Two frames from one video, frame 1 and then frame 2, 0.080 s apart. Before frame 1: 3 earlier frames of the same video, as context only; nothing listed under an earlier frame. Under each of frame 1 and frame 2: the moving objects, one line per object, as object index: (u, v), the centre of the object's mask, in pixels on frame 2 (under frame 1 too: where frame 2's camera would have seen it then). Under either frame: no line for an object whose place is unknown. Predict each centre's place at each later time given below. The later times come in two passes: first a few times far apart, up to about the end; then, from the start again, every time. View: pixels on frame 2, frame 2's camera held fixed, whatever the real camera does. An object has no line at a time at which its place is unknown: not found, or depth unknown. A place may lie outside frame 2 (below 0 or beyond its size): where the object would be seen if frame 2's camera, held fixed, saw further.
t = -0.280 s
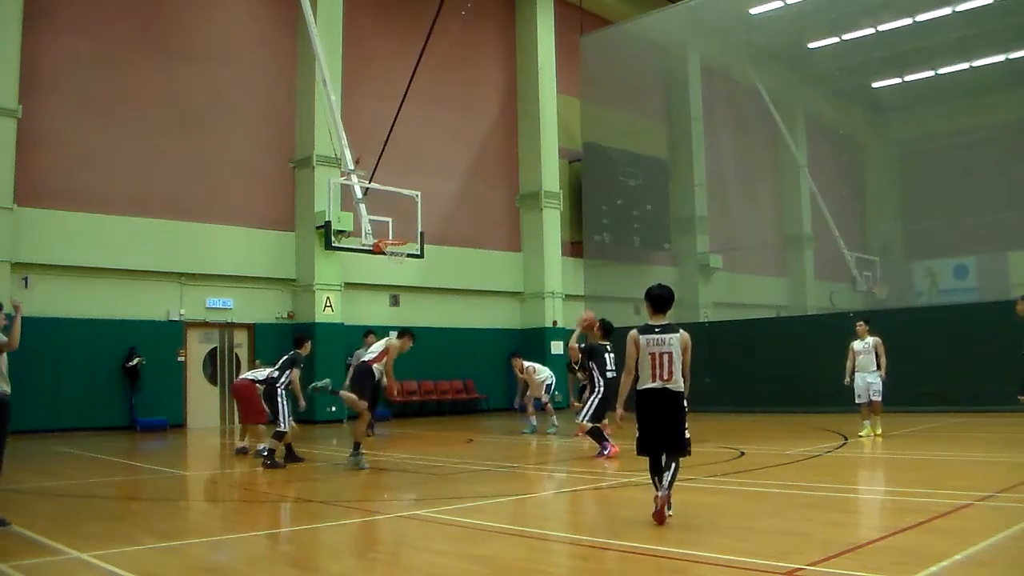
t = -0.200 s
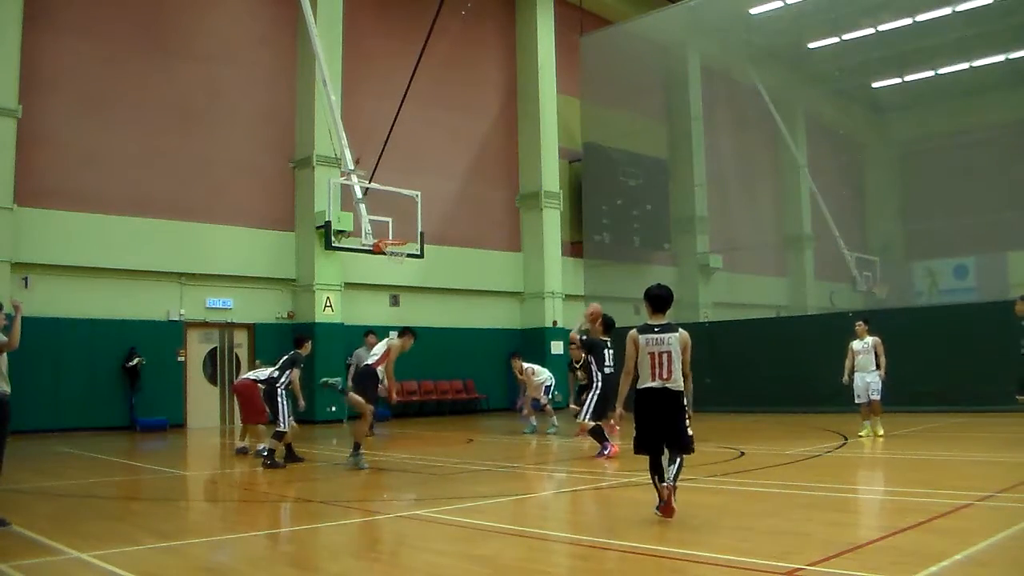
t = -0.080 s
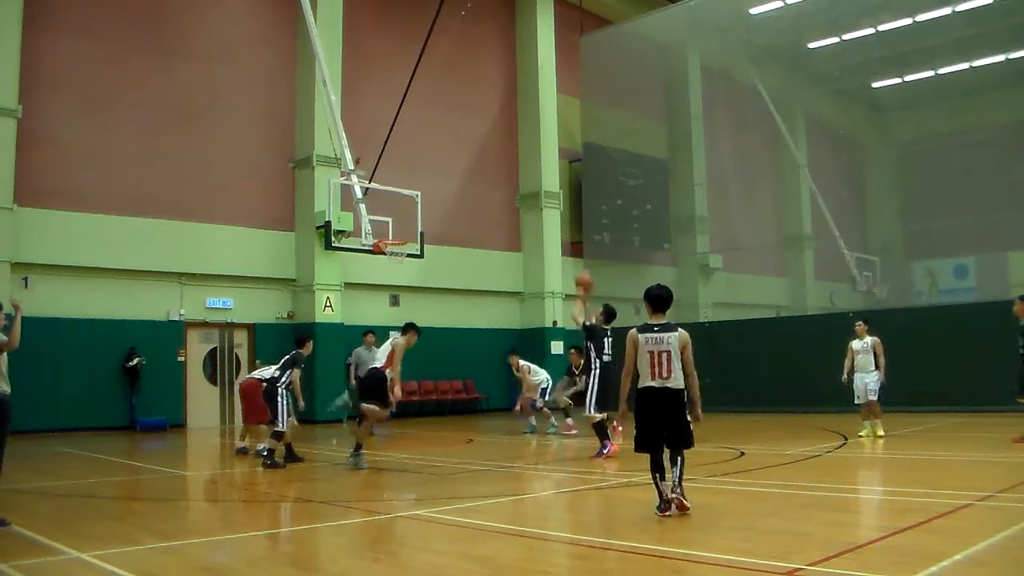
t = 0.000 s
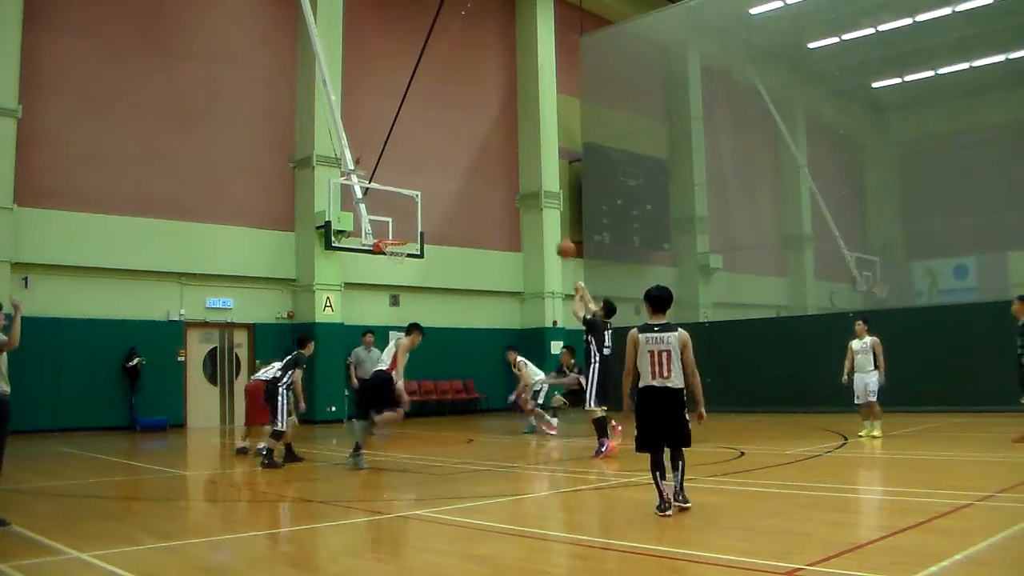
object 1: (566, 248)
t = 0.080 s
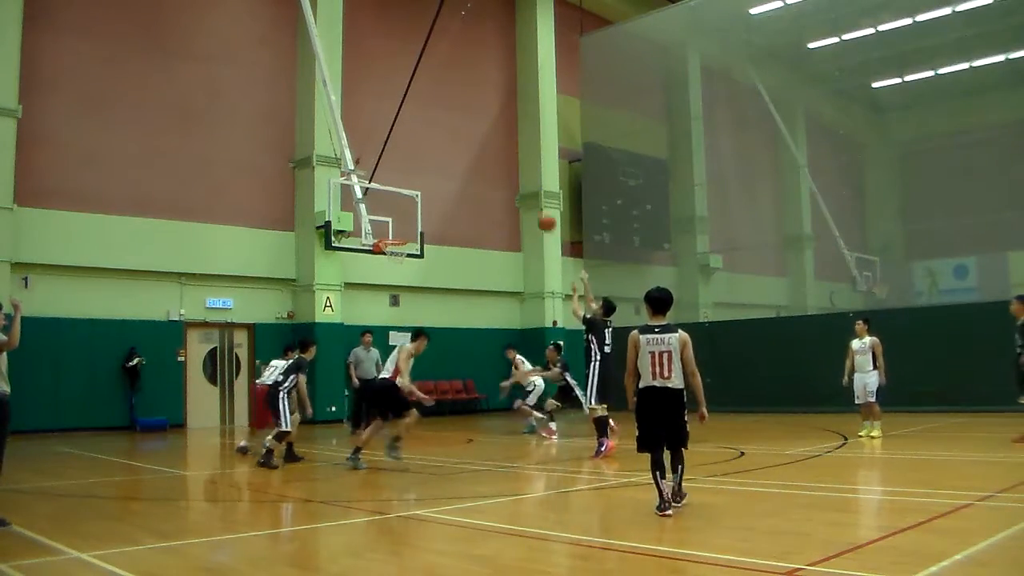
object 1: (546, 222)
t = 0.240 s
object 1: (514, 185)
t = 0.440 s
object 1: (475, 167)
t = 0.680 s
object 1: (433, 183)
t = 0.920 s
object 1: (397, 229)
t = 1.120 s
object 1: (383, 268)
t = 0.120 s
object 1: (538, 212)
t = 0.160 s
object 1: (530, 201)
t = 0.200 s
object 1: (521, 192)
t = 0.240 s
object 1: (514, 185)
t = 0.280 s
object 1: (505, 179)
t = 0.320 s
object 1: (497, 175)
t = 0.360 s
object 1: (490, 171)
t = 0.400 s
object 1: (482, 168)
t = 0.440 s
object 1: (475, 167)
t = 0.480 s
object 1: (468, 167)
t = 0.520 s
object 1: (460, 168)
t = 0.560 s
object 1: (453, 170)
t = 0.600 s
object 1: (446, 173)
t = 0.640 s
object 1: (441, 177)
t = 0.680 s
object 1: (433, 183)
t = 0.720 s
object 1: (427, 188)
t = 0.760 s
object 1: (421, 194)
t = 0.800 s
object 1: (415, 201)
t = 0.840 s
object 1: (409, 210)
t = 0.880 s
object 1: (402, 219)
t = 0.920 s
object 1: (397, 229)
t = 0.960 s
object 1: (389, 240)
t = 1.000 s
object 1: (385, 251)
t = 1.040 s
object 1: (382, 254)
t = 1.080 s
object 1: (383, 261)
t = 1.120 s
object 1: (383, 268)
